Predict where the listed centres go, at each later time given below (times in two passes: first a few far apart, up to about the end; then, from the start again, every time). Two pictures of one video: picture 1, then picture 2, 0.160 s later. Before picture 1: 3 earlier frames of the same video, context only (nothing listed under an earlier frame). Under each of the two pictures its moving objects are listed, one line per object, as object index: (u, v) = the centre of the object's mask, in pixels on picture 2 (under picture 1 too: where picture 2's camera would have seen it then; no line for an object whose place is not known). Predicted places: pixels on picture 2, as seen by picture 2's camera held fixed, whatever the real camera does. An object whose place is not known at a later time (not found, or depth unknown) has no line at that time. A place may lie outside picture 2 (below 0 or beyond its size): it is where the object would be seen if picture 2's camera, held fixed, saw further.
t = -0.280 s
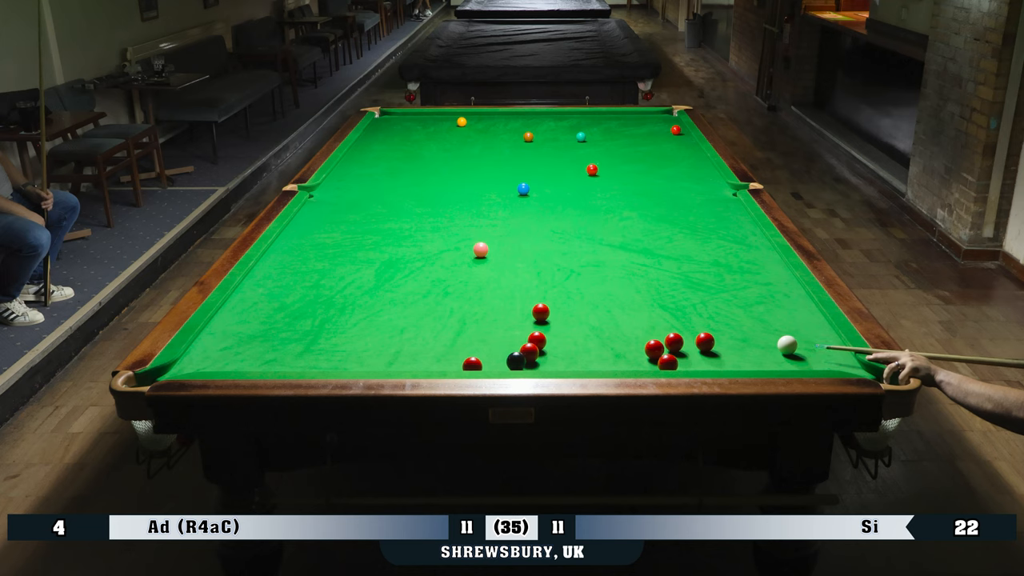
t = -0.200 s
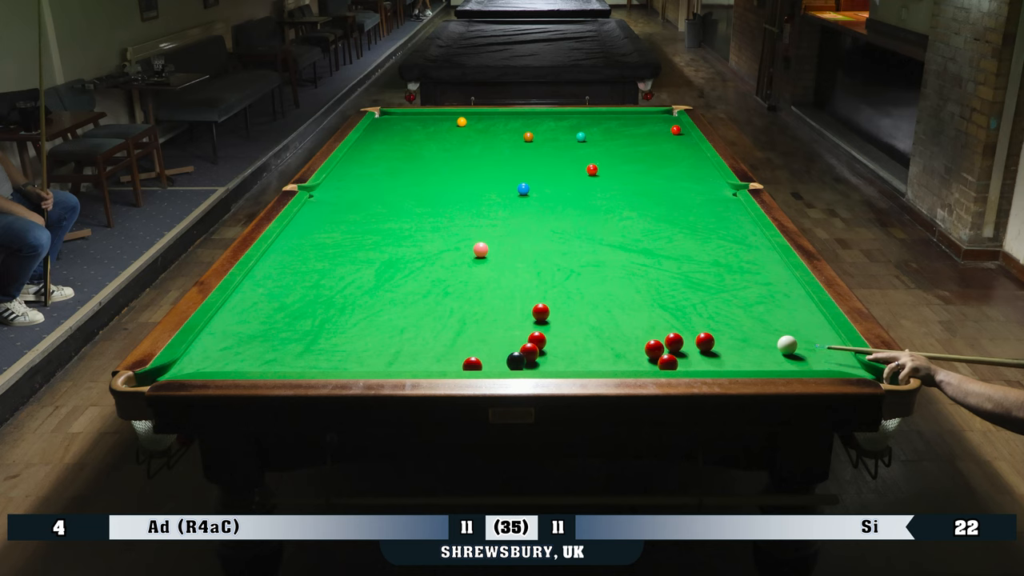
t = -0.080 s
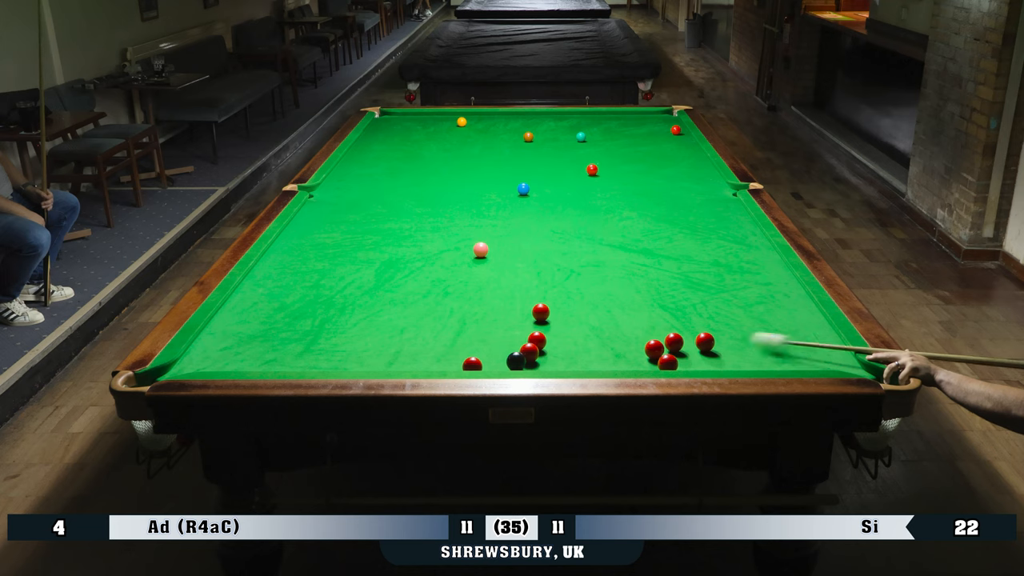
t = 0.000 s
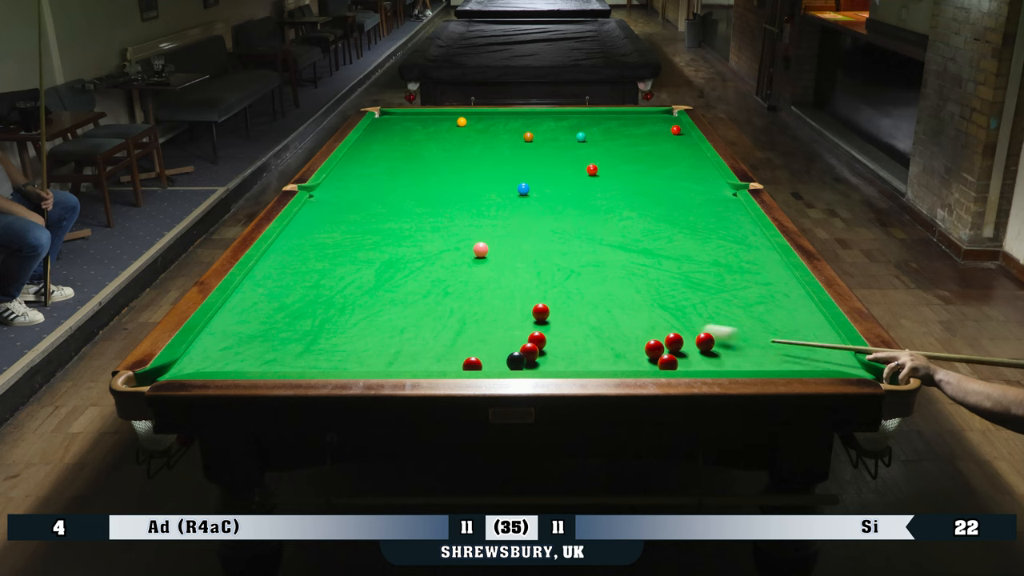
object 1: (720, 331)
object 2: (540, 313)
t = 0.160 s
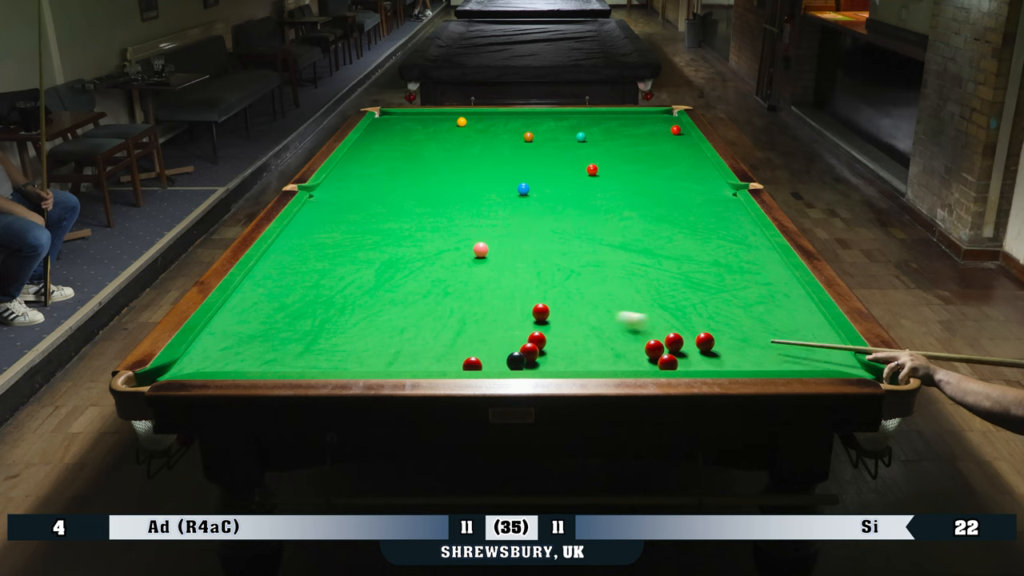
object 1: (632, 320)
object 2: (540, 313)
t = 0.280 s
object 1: (571, 309)
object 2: (541, 313)
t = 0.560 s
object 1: (498, 281)
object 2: (486, 323)
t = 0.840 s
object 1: (440, 256)
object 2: (431, 333)
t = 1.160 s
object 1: (384, 233)
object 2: (369, 346)
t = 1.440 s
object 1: (343, 215)
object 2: (316, 356)
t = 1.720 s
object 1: (315, 200)
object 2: (265, 362)
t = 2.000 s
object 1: (349, 189)
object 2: (217, 366)
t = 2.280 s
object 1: (378, 180)
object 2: (187, 364)
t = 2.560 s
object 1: (404, 172)
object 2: (195, 364)
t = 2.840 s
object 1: (428, 165)
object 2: (212, 364)
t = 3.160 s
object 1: (451, 158)
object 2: (228, 365)
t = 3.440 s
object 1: (469, 152)
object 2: (239, 365)
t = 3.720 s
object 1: (486, 147)
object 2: (248, 366)
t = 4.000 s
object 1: (500, 142)
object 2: (253, 366)
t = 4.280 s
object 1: (513, 138)
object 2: (255, 366)
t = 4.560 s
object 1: (521, 134)
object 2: (255, 366)
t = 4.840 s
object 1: (526, 131)
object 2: (255, 366)
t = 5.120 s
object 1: (530, 128)
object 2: (255, 366)
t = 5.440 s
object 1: (534, 125)
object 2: (255, 366)
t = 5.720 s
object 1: (536, 123)
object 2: (255, 366)
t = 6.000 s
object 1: (538, 122)
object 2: (255, 366)
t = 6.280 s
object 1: (539, 121)
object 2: (255, 366)
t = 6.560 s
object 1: (540, 120)
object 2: (255, 366)
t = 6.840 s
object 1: (540, 120)
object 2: (255, 366)
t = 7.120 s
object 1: (540, 119)
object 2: (255, 366)
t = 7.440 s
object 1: (539, 119)
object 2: (255, 366)
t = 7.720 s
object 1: (539, 119)
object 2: (255, 366)
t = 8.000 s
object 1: (539, 119)
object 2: (255, 366)
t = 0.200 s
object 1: (611, 315)
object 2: (540, 313)
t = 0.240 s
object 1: (591, 313)
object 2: (540, 313)
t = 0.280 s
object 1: (571, 309)
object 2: (541, 313)
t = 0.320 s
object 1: (554, 306)
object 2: (537, 313)
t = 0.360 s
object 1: (545, 302)
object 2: (527, 314)
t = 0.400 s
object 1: (536, 297)
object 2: (519, 317)
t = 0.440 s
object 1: (526, 292)
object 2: (510, 318)
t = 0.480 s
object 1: (517, 289)
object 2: (502, 319)
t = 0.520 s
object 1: (507, 285)
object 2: (494, 321)
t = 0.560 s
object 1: (498, 281)
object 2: (486, 323)
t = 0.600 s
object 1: (489, 277)
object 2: (479, 324)
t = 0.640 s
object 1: (481, 273)
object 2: (471, 326)
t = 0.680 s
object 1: (472, 270)
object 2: (463, 327)
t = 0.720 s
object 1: (463, 266)
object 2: (455, 329)
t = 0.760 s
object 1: (456, 263)
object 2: (447, 330)
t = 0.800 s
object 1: (448, 260)
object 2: (439, 332)
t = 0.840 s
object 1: (440, 256)
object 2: (431, 333)
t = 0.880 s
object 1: (433, 254)
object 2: (424, 335)
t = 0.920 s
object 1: (425, 250)
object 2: (416, 336)
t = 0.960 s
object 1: (418, 247)
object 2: (408, 338)
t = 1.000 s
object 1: (411, 244)
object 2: (400, 340)
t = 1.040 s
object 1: (404, 241)
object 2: (392, 341)
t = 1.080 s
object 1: (397, 238)
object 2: (385, 342)
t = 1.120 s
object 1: (391, 235)
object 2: (377, 344)
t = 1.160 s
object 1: (384, 233)
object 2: (369, 346)
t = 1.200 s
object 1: (378, 230)
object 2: (361, 347)
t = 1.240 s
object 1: (372, 227)
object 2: (354, 349)
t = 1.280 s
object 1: (366, 225)
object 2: (346, 350)
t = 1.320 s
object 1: (360, 222)
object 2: (339, 351)
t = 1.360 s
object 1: (354, 220)
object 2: (331, 353)
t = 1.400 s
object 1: (349, 217)
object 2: (323, 354)
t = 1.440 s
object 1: (343, 215)
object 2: (316, 356)
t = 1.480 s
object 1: (338, 213)
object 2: (308, 357)
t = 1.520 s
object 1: (333, 210)
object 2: (301, 358)
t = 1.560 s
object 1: (327, 208)
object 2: (294, 358)
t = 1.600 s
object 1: (323, 206)
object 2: (287, 359)
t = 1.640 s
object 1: (317, 204)
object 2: (279, 360)
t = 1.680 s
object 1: (313, 202)
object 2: (272, 361)
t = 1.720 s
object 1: (315, 200)
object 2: (265, 362)
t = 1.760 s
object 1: (321, 199)
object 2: (257, 363)
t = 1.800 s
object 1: (326, 197)
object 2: (250, 364)
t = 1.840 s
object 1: (331, 195)
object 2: (242, 364)
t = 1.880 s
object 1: (335, 194)
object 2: (235, 365)
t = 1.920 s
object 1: (340, 192)
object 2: (228, 366)
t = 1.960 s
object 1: (345, 191)
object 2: (222, 366)
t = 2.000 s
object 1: (349, 189)
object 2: (217, 366)
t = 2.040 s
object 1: (354, 188)
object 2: (213, 365)
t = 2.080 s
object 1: (358, 187)
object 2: (209, 365)
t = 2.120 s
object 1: (362, 186)
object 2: (204, 365)
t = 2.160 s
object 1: (366, 184)
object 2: (200, 364)
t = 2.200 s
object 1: (370, 183)
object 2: (195, 364)
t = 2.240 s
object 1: (374, 182)
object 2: (191, 364)
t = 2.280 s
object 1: (378, 180)
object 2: (187, 364)
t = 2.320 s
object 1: (382, 179)
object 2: (183, 364)
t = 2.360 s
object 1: (386, 178)
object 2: (181, 364)
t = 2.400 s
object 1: (390, 177)
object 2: (184, 364)
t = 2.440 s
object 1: (393, 176)
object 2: (186, 364)
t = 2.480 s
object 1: (397, 175)
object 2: (189, 364)
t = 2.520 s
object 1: (401, 174)
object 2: (192, 364)
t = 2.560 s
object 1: (404, 172)
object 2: (195, 364)
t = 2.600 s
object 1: (408, 171)
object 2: (198, 364)
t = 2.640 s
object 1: (411, 170)
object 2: (200, 364)
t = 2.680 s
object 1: (414, 169)
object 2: (203, 364)
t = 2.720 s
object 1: (418, 168)
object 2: (205, 364)
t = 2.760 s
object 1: (421, 167)
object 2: (208, 364)
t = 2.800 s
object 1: (424, 166)
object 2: (210, 364)
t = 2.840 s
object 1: (428, 165)
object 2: (212, 364)
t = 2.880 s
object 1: (431, 164)
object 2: (214, 364)
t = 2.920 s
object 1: (434, 163)
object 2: (216, 364)
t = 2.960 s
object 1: (437, 162)
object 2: (218, 364)
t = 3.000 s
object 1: (440, 161)
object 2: (221, 364)
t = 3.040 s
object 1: (443, 160)
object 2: (223, 365)
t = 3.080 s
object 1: (445, 159)
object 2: (224, 365)
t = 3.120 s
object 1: (448, 159)
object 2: (227, 365)
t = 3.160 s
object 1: (451, 158)
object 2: (228, 365)
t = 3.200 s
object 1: (454, 157)
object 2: (230, 365)
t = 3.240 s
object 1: (456, 156)
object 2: (232, 365)
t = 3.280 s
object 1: (459, 155)
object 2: (233, 365)
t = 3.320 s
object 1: (462, 154)
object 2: (235, 365)
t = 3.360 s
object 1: (464, 154)
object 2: (237, 365)
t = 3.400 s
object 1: (467, 153)
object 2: (238, 365)
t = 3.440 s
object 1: (469, 152)
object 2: (239, 365)
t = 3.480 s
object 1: (472, 151)
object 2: (241, 365)
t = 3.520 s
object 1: (474, 150)
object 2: (242, 366)
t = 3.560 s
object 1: (476, 150)
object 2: (243, 366)
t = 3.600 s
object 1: (479, 149)
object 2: (245, 366)
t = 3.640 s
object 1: (481, 148)
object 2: (246, 366)
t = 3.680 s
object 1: (483, 147)
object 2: (247, 366)
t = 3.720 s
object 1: (486, 147)
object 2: (248, 366)
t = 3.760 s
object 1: (488, 146)
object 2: (249, 366)
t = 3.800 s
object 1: (490, 145)
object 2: (250, 366)
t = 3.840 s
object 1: (492, 145)
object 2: (251, 366)
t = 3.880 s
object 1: (494, 144)
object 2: (251, 366)
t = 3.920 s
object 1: (496, 143)
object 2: (252, 366)
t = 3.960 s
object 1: (498, 143)
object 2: (253, 366)
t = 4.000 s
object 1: (500, 142)
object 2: (253, 366)
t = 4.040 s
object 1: (502, 141)
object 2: (254, 366)
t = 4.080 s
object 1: (504, 141)
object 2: (254, 366)
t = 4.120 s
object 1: (506, 140)
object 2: (254, 366)
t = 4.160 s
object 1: (508, 139)
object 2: (255, 366)
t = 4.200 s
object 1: (510, 139)
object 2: (255, 366)
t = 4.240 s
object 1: (511, 138)
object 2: (255, 366)
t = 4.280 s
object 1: (513, 138)
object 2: (255, 366)
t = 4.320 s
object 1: (515, 137)
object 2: (255, 366)
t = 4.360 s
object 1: (517, 137)
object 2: (255, 366)
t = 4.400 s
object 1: (518, 136)
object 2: (255, 366)
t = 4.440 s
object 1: (519, 136)
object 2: (255, 366)
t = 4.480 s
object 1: (520, 135)
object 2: (255, 366)
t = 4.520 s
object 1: (520, 134)
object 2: (255, 366)
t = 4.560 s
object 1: (521, 134)
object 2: (255, 366)
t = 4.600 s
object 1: (522, 133)
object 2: (255, 366)
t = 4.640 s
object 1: (523, 133)
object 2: (255, 366)
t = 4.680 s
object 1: (523, 132)
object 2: (255, 366)
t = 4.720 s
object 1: (524, 132)
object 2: (255, 366)
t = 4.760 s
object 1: (525, 132)
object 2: (255, 366)
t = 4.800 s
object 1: (525, 131)
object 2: (255, 366)
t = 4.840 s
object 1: (526, 131)
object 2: (255, 366)
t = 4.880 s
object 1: (527, 130)
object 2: (255, 366)
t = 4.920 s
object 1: (527, 130)
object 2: (255, 366)
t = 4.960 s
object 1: (528, 129)
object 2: (255, 366)
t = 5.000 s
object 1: (528, 129)
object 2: (255, 366)
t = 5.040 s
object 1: (529, 129)
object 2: (255, 366)
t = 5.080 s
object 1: (530, 128)
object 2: (255, 366)
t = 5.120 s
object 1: (530, 128)
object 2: (255, 366)
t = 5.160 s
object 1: (531, 128)
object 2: (255, 366)
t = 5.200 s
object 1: (532, 127)
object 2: (255, 366)
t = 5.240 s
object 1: (532, 127)
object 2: (255, 366)
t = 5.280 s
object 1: (532, 127)
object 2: (255, 366)
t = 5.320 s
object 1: (533, 126)
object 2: (255, 366)
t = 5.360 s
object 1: (533, 126)
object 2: (255, 366)
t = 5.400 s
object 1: (534, 125)
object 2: (255, 366)
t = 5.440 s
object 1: (534, 125)
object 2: (255, 366)
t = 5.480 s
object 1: (534, 125)
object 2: (255, 366)
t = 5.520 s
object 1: (535, 125)
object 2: (255, 366)
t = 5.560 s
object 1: (535, 124)
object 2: (255, 366)
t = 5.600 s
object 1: (536, 124)
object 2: (255, 366)
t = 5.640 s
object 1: (536, 124)
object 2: (255, 366)
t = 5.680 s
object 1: (536, 123)
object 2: (255, 366)
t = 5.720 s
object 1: (536, 123)
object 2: (255, 366)
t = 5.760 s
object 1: (537, 123)
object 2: (255, 366)
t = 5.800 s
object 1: (537, 123)
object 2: (255, 366)
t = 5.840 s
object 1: (537, 123)
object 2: (255, 366)
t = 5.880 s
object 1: (537, 122)
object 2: (255, 366)
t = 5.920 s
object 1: (538, 122)
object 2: (255, 366)
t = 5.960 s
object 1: (538, 122)
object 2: (255, 366)
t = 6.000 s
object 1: (538, 122)
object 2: (255, 366)
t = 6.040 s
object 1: (539, 122)
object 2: (255, 366)
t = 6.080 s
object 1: (539, 121)
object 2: (255, 366)
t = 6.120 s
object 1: (539, 121)
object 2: (255, 366)
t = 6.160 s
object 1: (539, 121)
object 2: (255, 366)
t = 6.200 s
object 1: (539, 121)
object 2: (255, 366)
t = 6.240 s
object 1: (539, 121)
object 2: (255, 366)
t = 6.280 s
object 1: (539, 121)
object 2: (255, 366)
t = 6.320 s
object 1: (539, 120)
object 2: (255, 366)
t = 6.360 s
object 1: (540, 120)
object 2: (255, 366)
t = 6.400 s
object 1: (540, 120)
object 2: (255, 366)
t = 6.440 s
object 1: (540, 120)
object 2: (255, 366)
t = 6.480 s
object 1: (540, 120)
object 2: (255, 366)
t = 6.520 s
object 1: (540, 120)
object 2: (255, 366)
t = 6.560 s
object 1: (540, 120)
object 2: (255, 366)
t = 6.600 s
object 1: (540, 120)
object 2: (255, 366)
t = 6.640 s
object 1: (540, 120)
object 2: (255, 366)
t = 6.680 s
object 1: (540, 120)
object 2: (255, 366)
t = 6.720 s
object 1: (540, 120)
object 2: (255, 366)
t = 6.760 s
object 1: (540, 119)
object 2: (255, 366)
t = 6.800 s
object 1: (540, 119)
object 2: (255, 366)
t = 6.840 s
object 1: (540, 120)
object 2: (255, 366)
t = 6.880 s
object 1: (540, 119)
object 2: (255, 366)
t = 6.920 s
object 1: (540, 119)
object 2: (255, 366)
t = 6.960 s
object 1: (539, 119)
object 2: (255, 366)
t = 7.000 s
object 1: (540, 119)
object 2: (255, 366)
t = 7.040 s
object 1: (540, 119)
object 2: (255, 366)
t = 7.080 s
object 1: (539, 119)
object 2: (255, 366)
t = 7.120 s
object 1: (540, 119)
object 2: (255, 366)
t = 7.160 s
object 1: (539, 119)
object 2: (255, 366)
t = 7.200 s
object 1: (539, 119)
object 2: (255, 366)
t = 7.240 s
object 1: (539, 119)
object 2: (255, 366)
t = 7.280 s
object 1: (539, 119)
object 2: (255, 366)
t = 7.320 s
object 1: (539, 119)
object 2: (255, 366)
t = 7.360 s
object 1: (539, 119)
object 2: (255, 366)
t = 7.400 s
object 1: (539, 119)
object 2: (255, 366)
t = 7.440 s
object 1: (539, 119)
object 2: (255, 366)
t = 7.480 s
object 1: (539, 119)
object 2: (255, 366)
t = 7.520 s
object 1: (539, 119)
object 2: (255, 366)
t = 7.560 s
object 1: (539, 119)
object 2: (255, 366)
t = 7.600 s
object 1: (539, 119)
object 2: (255, 366)
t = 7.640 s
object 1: (539, 119)
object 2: (255, 366)
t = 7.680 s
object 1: (539, 119)
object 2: (255, 366)
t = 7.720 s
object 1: (539, 119)
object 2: (255, 366)
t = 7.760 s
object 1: (539, 119)
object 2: (255, 366)
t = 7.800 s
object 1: (539, 119)
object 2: (255, 366)
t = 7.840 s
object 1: (539, 119)
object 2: (255, 366)
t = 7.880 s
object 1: (539, 119)
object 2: (255, 366)
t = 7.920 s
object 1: (539, 119)
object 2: (255, 366)
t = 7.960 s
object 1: (539, 119)
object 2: (255, 366)
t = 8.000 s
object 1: (539, 119)
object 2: (255, 366)
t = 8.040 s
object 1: (539, 119)
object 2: (255, 366)
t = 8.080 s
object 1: (539, 119)
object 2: (255, 366)
